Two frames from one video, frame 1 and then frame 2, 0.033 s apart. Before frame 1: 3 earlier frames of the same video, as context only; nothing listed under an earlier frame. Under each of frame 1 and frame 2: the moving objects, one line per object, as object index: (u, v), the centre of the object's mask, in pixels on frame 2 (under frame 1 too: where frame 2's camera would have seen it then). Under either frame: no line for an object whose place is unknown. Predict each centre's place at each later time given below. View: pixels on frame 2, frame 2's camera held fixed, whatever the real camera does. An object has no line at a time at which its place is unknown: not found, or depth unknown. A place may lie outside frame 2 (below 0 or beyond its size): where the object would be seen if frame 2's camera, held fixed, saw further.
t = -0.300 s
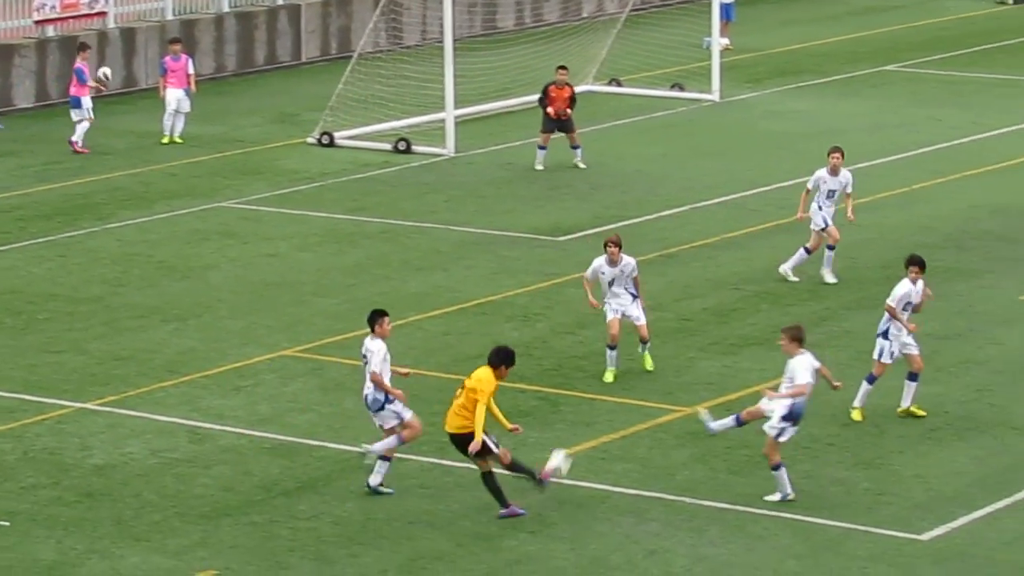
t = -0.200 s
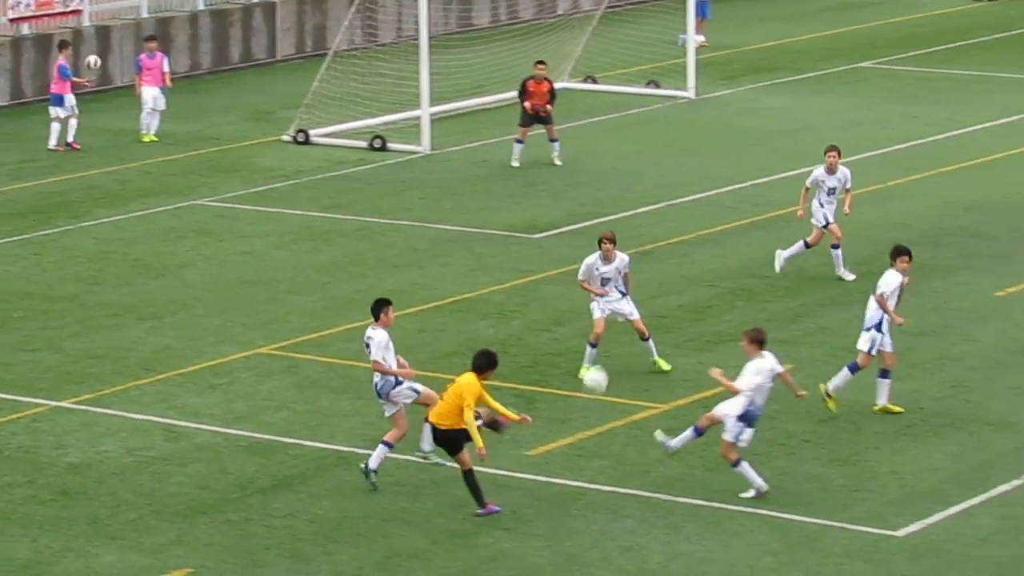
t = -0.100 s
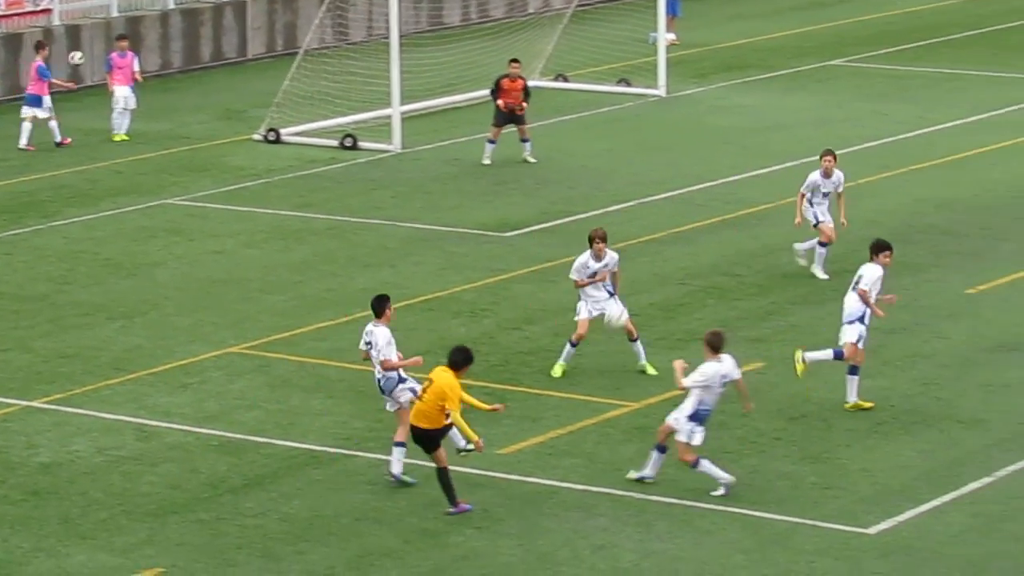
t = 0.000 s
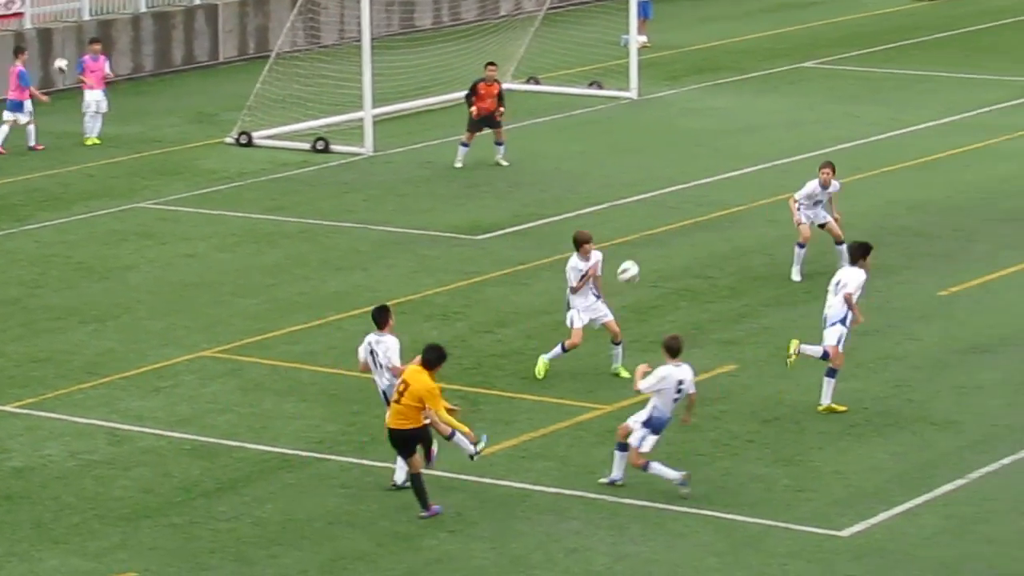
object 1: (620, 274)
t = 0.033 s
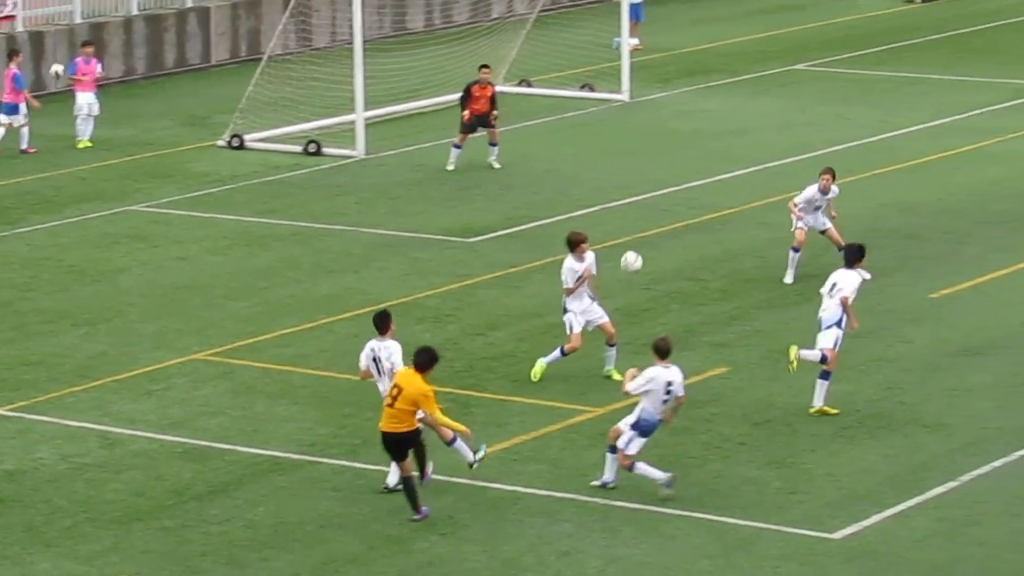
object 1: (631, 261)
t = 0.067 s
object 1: (641, 251)
